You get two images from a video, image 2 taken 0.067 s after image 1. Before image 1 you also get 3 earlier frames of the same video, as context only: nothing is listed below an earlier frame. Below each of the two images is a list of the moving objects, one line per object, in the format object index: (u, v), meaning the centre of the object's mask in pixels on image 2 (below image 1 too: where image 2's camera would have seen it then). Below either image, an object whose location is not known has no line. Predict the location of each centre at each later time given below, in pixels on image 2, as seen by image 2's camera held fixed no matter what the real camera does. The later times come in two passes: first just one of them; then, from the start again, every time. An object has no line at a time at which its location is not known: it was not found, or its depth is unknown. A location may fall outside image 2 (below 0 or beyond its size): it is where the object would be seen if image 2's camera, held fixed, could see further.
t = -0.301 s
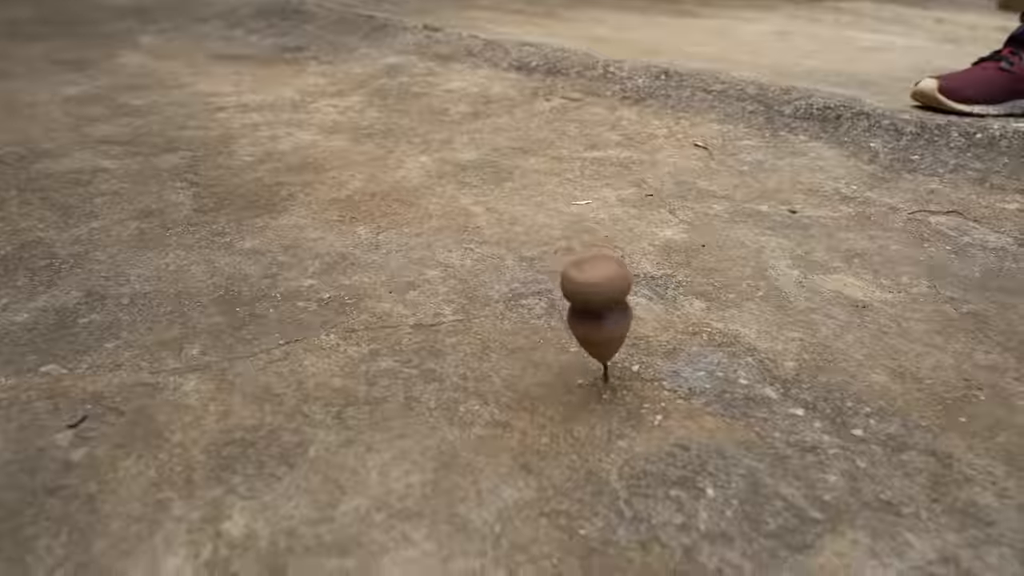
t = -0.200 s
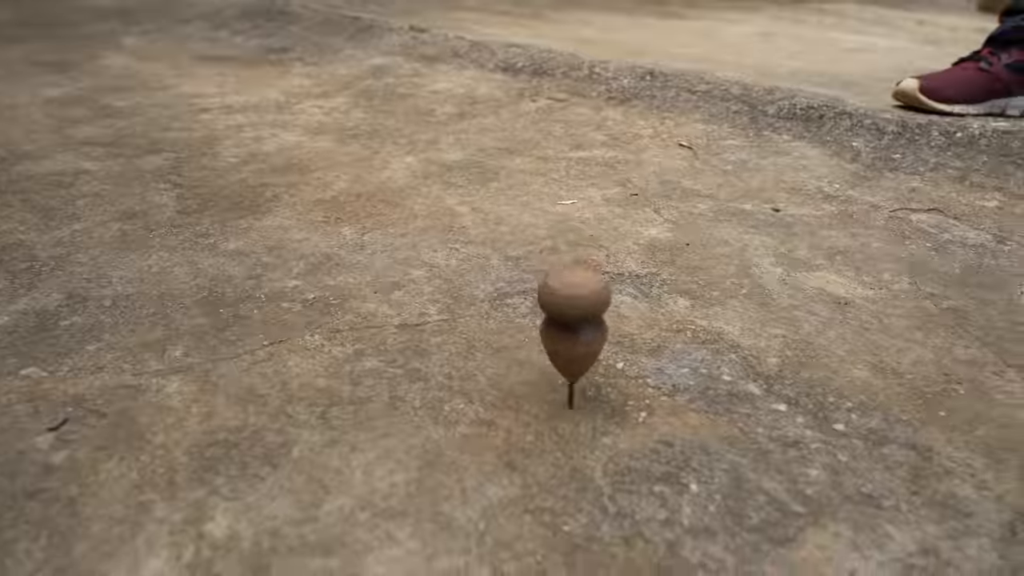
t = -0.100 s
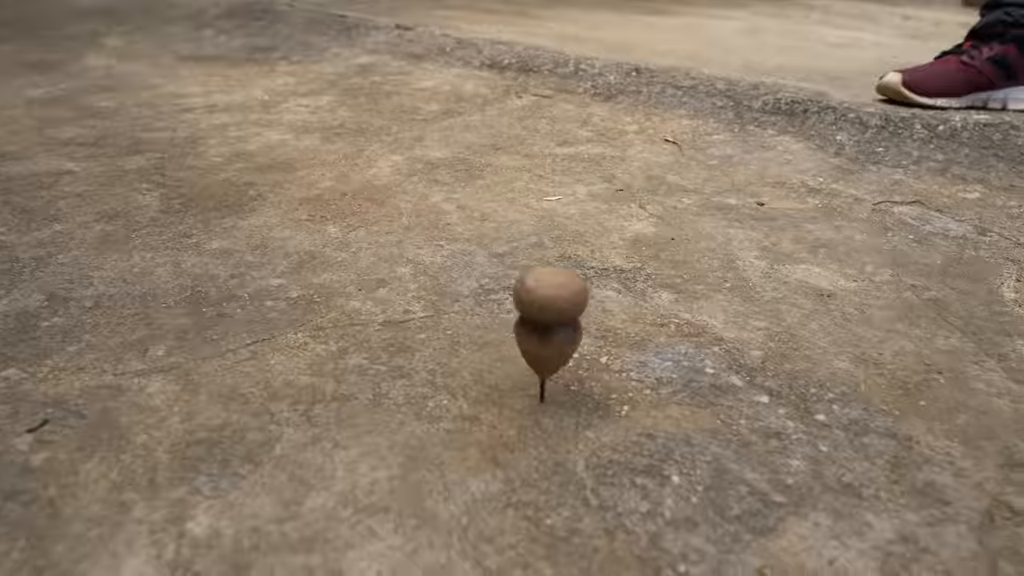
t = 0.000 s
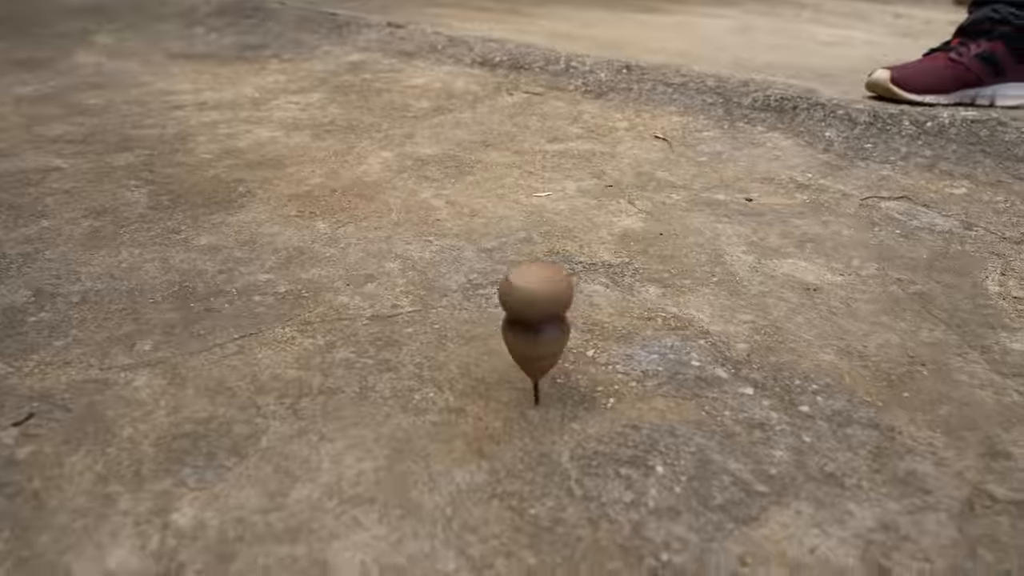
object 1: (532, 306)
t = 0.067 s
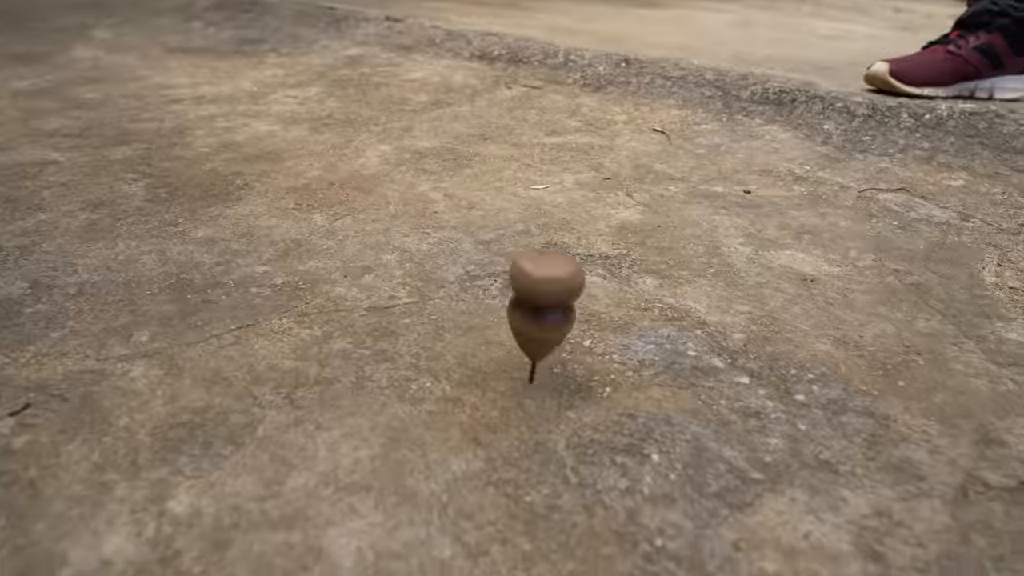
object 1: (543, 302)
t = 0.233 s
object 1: (607, 288)
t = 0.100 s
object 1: (555, 299)
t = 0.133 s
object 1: (572, 295)
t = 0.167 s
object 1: (586, 294)
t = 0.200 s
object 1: (601, 295)
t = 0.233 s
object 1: (607, 288)
